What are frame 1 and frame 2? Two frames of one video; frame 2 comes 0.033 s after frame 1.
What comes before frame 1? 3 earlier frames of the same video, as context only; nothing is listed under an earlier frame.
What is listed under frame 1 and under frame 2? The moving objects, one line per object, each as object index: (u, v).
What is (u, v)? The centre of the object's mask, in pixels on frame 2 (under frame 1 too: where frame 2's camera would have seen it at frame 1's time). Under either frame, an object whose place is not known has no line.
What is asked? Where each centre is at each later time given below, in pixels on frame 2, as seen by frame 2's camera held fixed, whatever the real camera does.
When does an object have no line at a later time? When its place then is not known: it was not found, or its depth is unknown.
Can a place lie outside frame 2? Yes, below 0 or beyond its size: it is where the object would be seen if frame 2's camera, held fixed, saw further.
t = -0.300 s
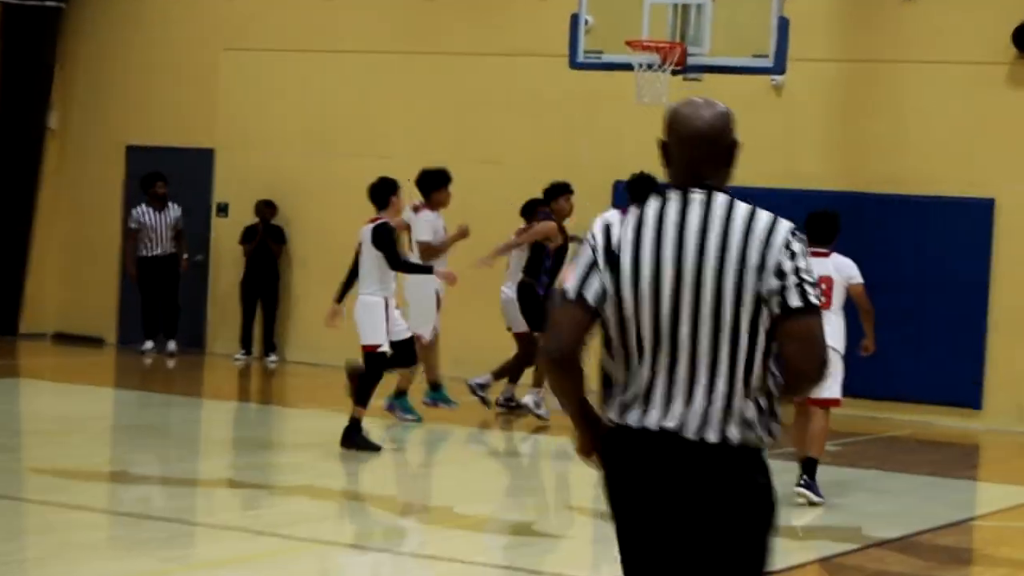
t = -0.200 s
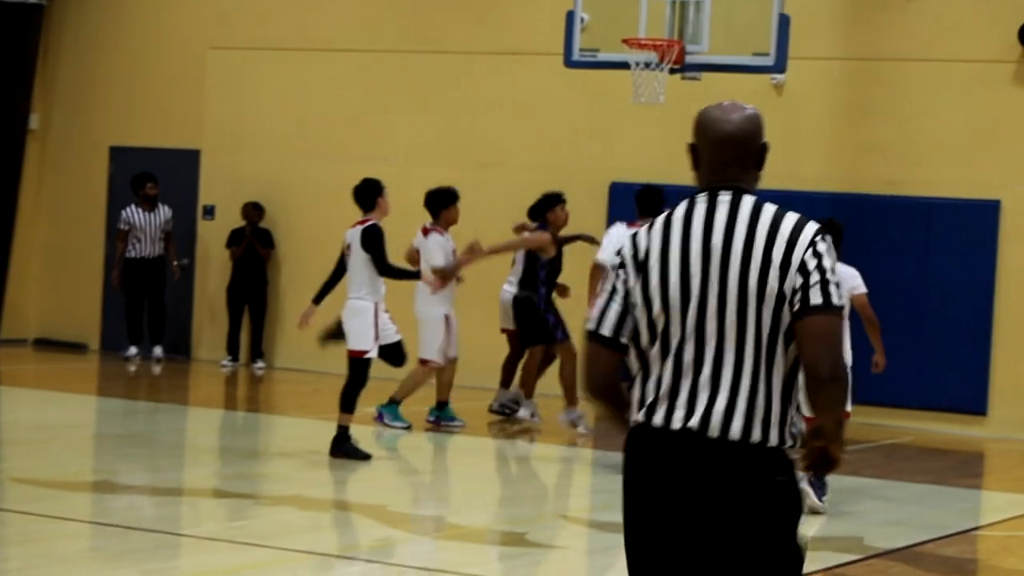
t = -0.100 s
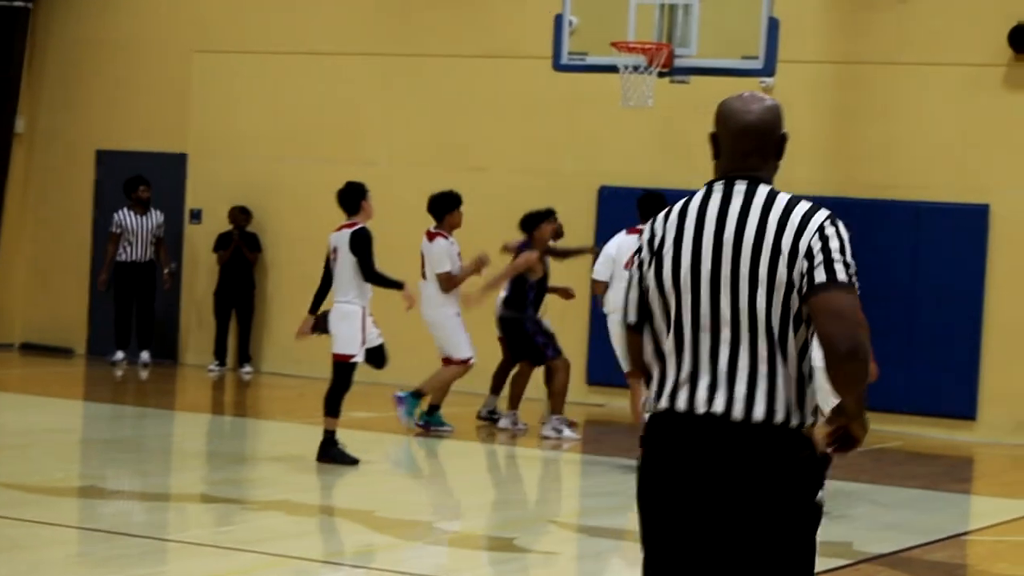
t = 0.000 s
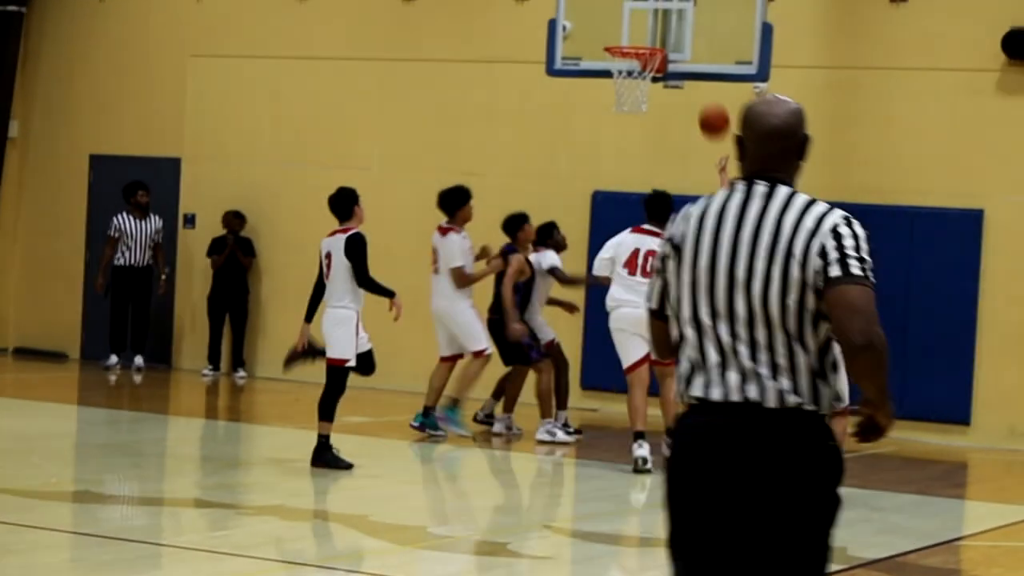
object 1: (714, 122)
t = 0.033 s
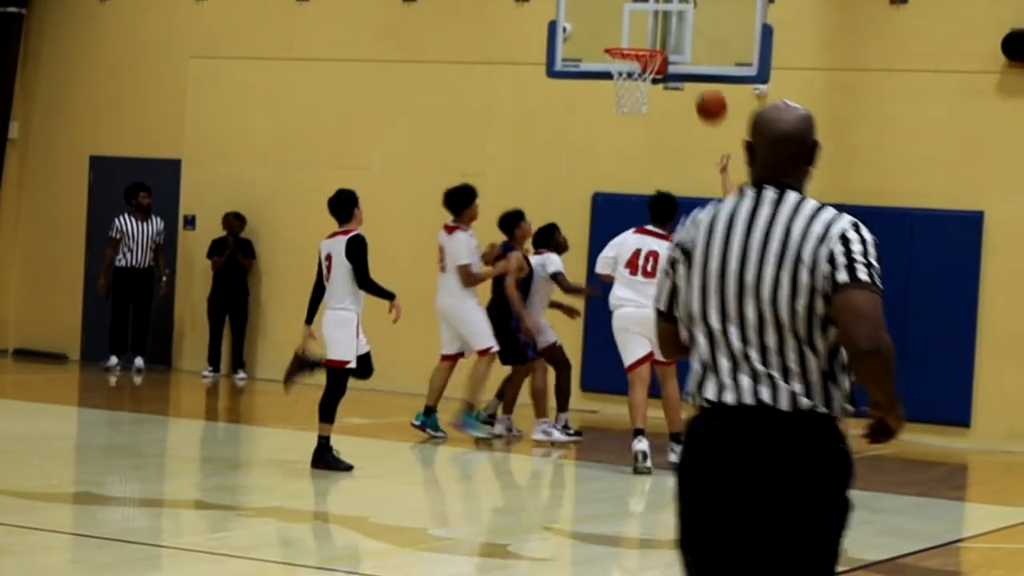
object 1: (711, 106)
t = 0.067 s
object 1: (708, 91)
